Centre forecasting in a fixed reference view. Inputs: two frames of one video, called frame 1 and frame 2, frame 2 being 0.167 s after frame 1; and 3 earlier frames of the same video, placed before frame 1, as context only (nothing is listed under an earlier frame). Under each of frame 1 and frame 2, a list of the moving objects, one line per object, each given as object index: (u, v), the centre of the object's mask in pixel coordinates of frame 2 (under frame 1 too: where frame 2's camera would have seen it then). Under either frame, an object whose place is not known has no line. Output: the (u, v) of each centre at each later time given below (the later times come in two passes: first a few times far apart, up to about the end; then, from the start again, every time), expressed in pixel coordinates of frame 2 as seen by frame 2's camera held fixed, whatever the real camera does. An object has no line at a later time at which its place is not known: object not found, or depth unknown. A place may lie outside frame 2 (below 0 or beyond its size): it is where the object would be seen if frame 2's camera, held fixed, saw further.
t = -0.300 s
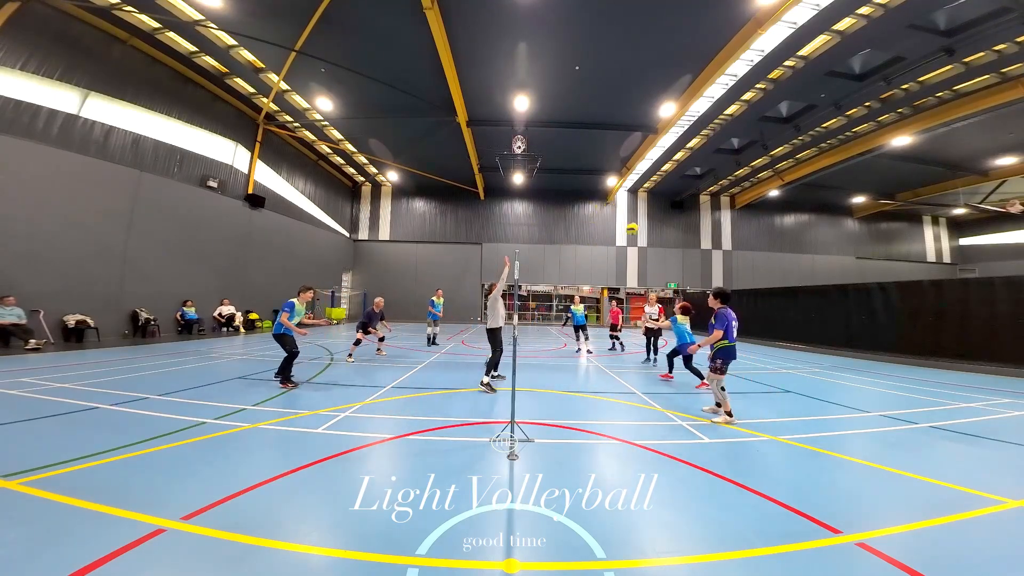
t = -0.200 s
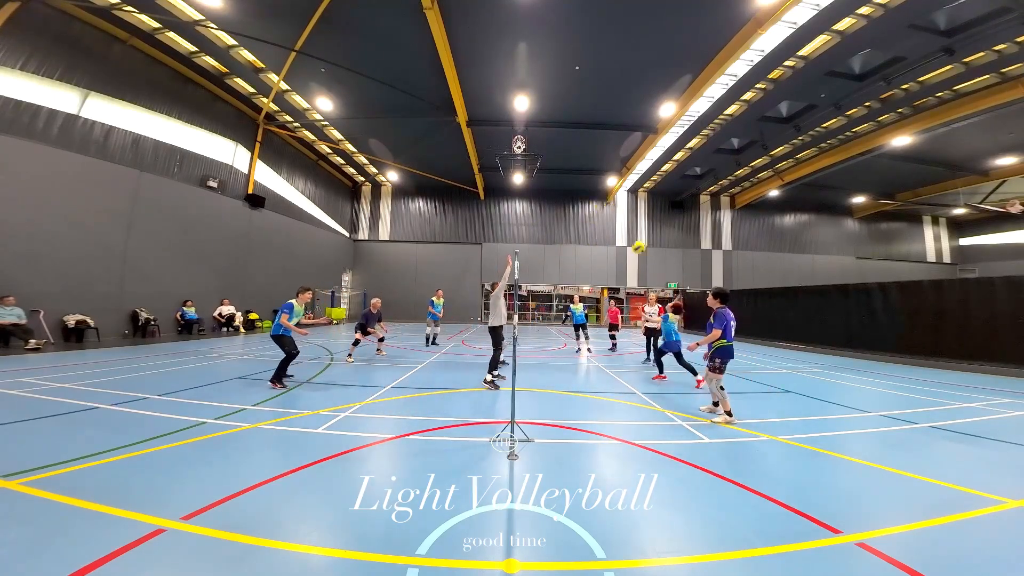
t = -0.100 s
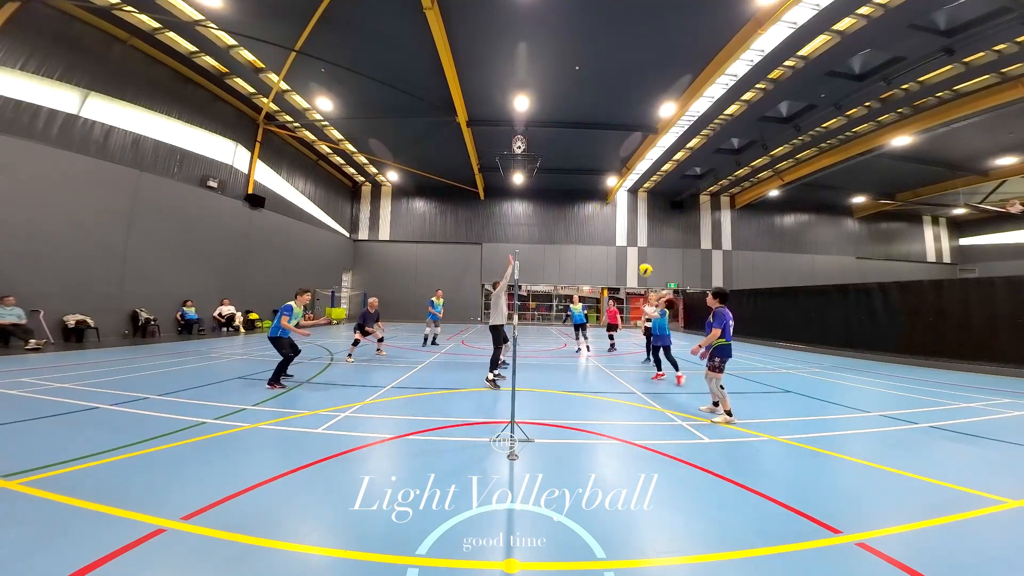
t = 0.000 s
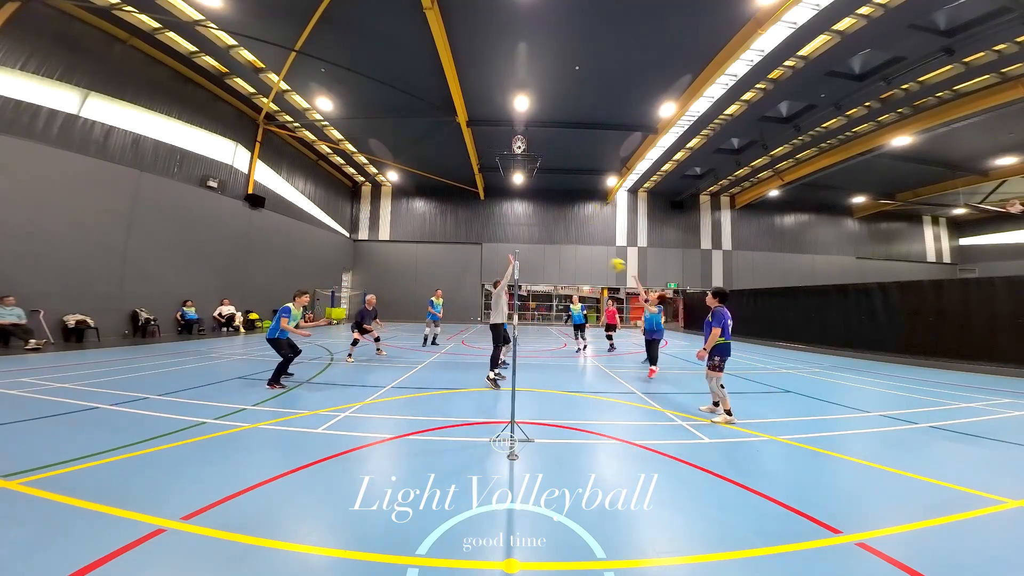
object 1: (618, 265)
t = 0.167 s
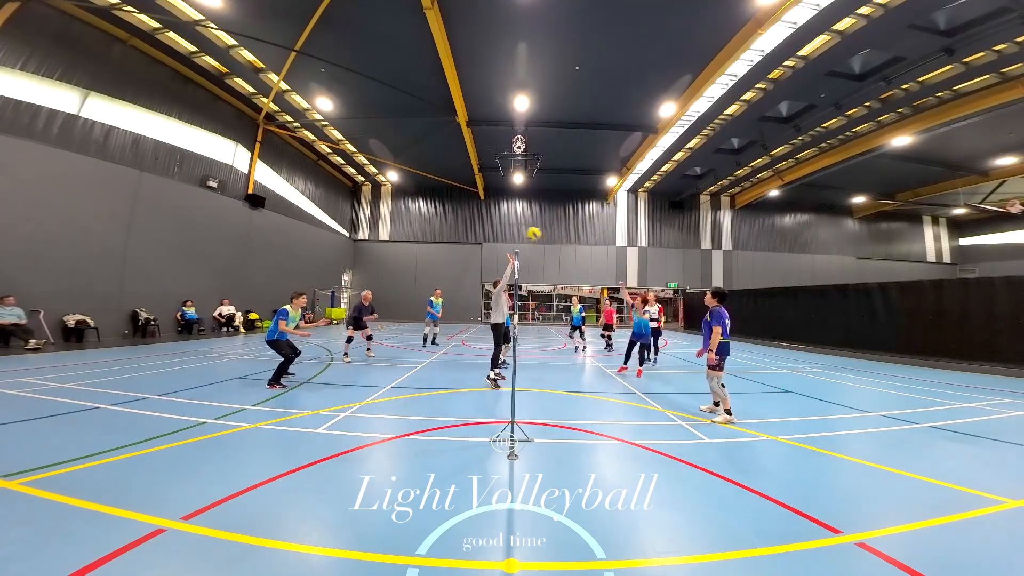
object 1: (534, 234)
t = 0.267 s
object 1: (484, 225)
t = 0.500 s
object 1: (367, 232)
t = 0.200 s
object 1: (518, 230)
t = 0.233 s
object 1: (500, 227)
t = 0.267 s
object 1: (484, 225)
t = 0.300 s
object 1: (467, 224)
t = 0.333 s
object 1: (450, 223)
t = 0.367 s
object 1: (433, 223)
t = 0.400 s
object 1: (417, 224)
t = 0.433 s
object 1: (400, 225)
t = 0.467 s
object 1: (383, 228)
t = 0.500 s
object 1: (367, 232)
